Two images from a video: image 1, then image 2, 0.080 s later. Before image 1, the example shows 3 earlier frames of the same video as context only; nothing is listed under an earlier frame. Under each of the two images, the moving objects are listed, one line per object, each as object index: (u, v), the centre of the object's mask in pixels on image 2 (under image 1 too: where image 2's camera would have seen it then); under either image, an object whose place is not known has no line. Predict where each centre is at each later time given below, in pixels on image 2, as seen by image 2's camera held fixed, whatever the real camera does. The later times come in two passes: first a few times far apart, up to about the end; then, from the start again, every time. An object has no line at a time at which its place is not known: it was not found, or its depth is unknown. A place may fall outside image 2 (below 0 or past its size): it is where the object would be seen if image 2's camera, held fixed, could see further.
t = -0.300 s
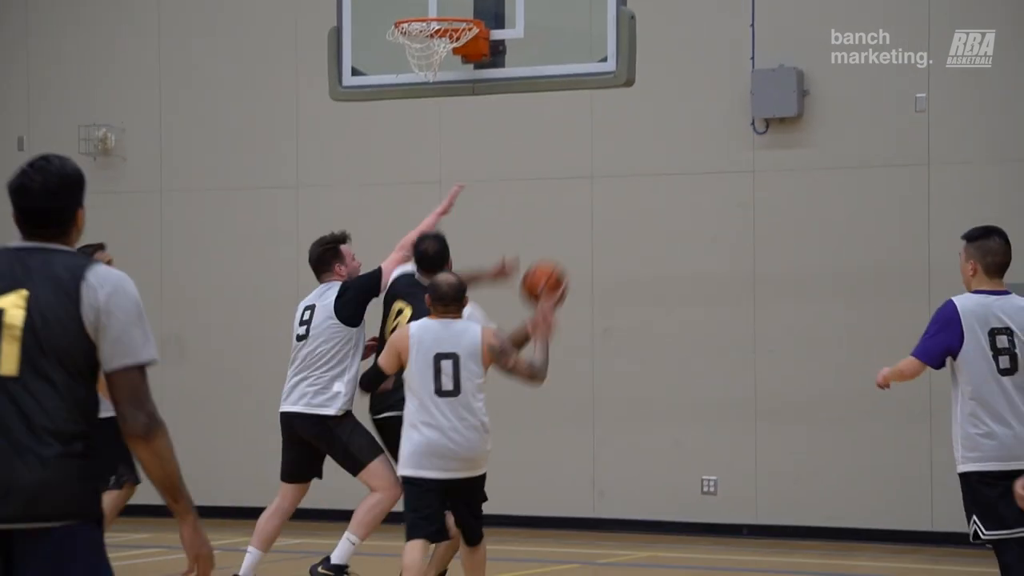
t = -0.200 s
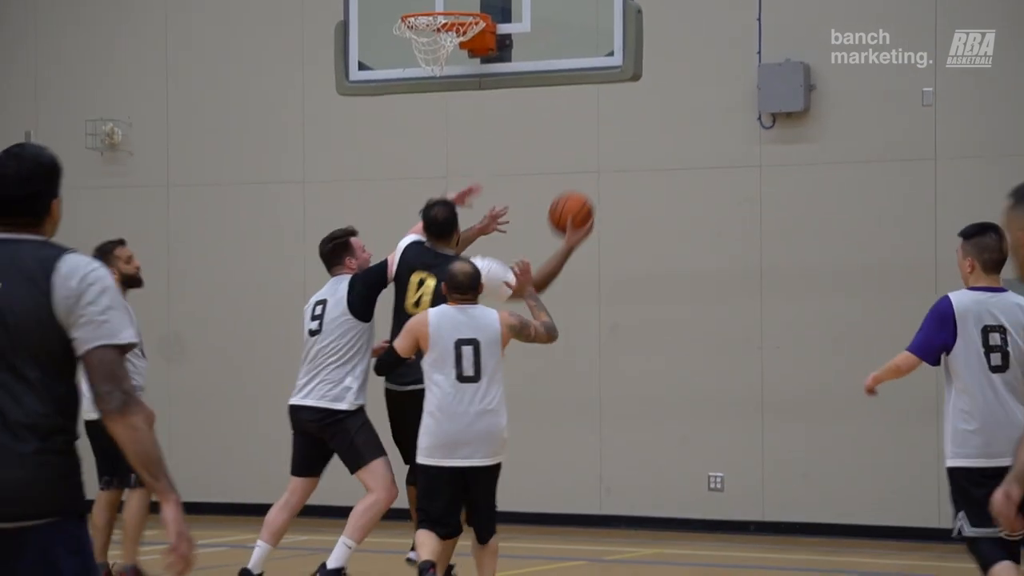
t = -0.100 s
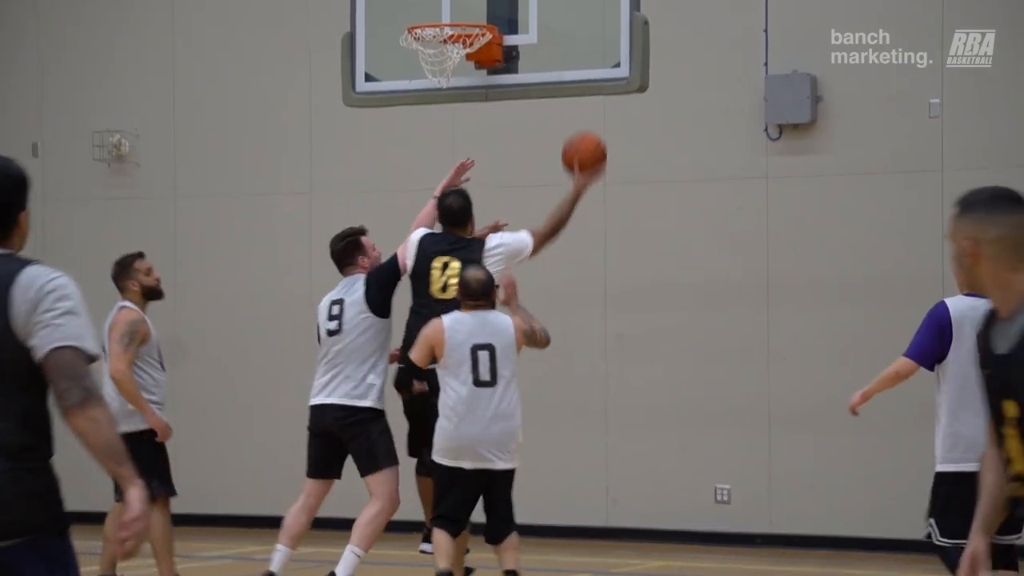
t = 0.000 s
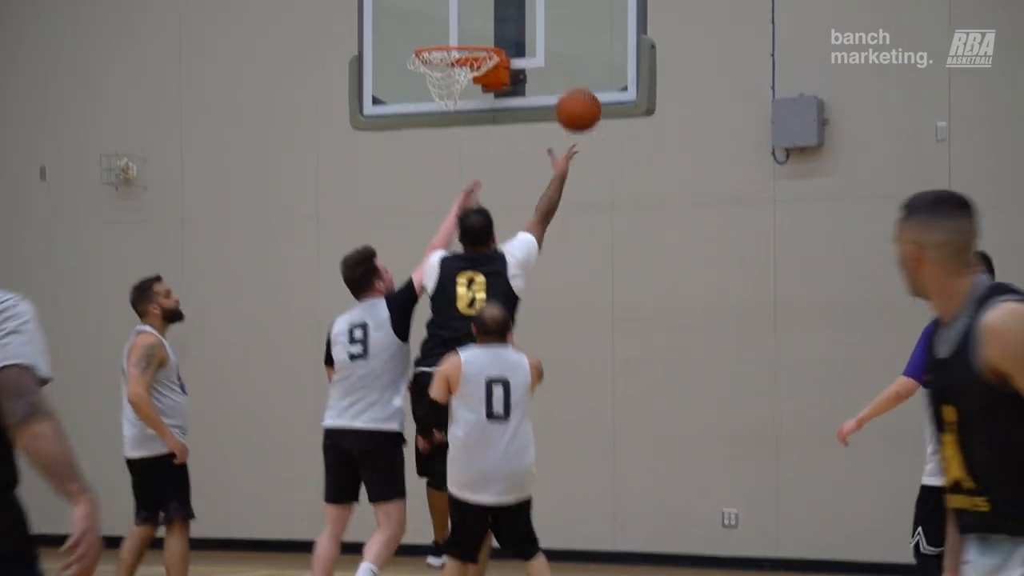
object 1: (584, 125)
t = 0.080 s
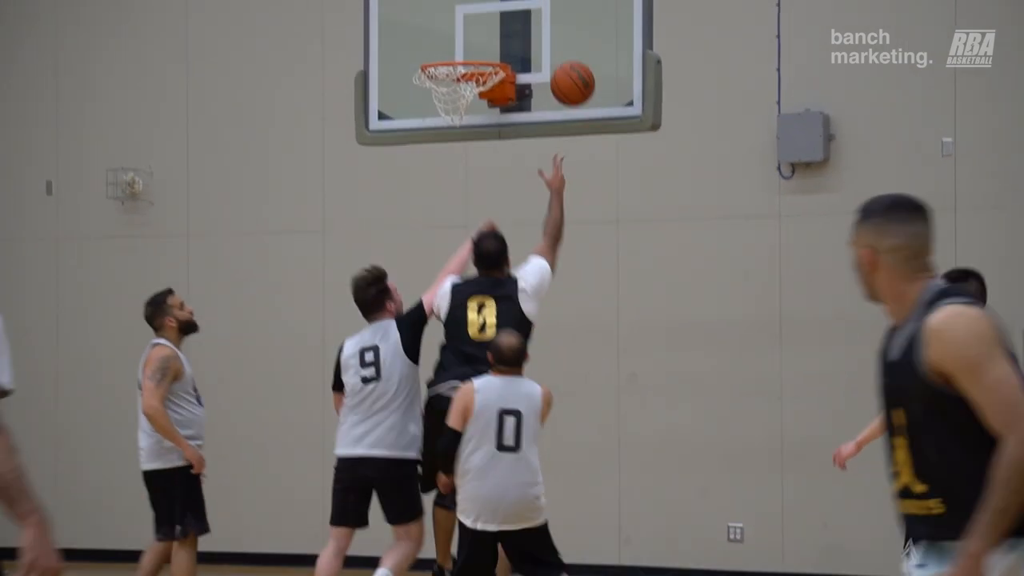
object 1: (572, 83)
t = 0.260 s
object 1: (548, 35)
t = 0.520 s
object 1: (486, 51)
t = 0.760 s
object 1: (448, 113)
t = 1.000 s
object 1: (449, 203)
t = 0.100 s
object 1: (569, 75)
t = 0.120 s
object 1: (567, 67)
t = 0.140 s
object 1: (564, 61)
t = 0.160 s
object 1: (562, 54)
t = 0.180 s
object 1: (559, 49)
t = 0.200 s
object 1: (556, 45)
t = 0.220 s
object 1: (554, 41)
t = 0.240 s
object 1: (551, 38)
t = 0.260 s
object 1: (548, 35)
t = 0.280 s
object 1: (545, 33)
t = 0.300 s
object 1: (542, 32)
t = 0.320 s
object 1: (537, 31)
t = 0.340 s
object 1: (532, 30)
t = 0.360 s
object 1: (527, 31)
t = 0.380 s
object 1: (521, 32)
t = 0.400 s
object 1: (516, 33)
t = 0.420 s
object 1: (511, 35)
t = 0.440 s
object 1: (506, 38)
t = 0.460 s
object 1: (500, 42)
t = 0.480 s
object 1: (495, 45)
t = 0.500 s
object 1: (491, 48)
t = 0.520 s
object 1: (486, 51)
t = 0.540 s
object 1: (480, 58)
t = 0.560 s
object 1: (475, 72)
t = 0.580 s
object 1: (472, 81)
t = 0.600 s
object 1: (468, 84)
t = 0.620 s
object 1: (462, 88)
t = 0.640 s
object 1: (461, 89)
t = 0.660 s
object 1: (458, 90)
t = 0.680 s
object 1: (456, 92)
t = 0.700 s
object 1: (454, 100)
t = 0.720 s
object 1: (452, 104)
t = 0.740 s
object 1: (449, 108)
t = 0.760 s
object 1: (448, 113)
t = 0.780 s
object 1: (446, 118)
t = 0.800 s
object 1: (446, 122)
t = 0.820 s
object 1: (445, 128)
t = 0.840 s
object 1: (446, 133)
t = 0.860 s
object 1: (446, 141)
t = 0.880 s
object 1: (447, 149)
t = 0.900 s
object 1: (447, 155)
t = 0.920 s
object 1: (447, 163)
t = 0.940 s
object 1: (448, 172)
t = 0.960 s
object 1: (448, 182)
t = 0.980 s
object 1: (448, 193)
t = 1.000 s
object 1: (449, 203)
